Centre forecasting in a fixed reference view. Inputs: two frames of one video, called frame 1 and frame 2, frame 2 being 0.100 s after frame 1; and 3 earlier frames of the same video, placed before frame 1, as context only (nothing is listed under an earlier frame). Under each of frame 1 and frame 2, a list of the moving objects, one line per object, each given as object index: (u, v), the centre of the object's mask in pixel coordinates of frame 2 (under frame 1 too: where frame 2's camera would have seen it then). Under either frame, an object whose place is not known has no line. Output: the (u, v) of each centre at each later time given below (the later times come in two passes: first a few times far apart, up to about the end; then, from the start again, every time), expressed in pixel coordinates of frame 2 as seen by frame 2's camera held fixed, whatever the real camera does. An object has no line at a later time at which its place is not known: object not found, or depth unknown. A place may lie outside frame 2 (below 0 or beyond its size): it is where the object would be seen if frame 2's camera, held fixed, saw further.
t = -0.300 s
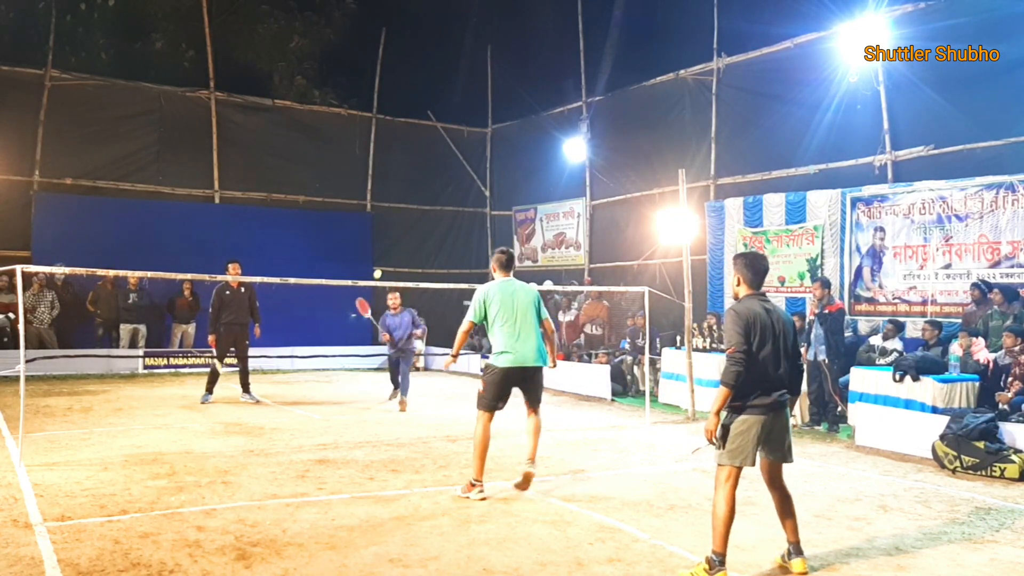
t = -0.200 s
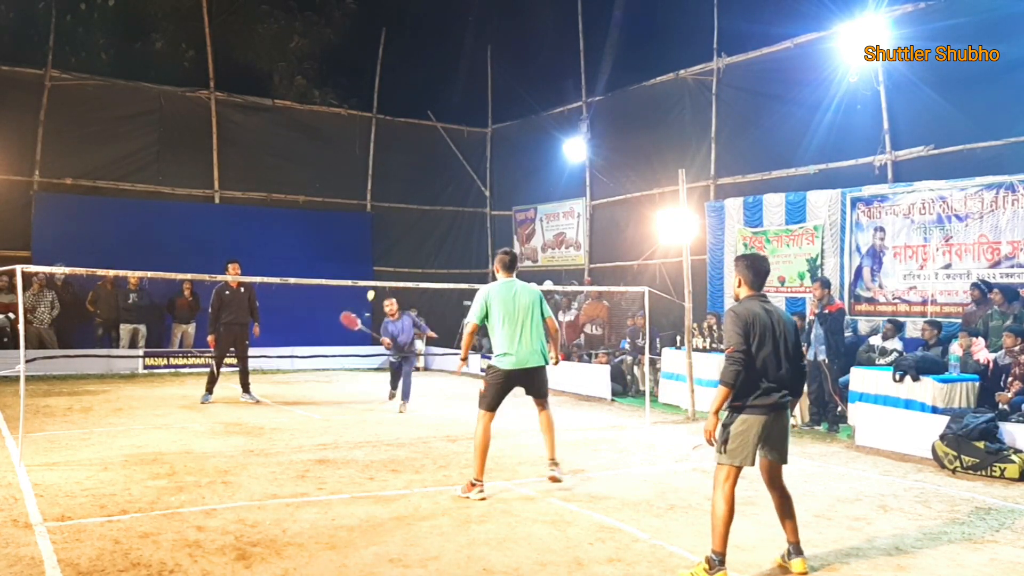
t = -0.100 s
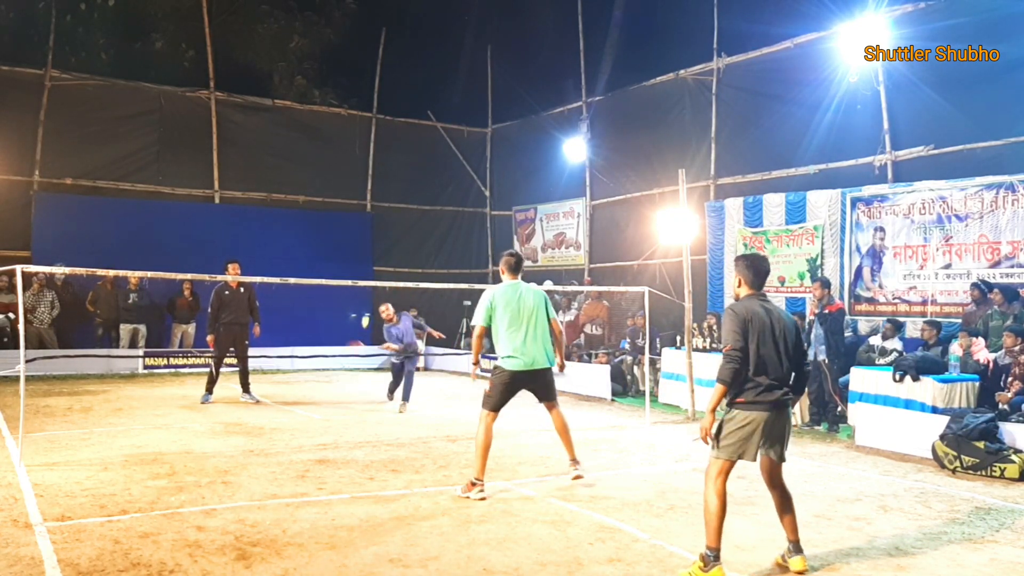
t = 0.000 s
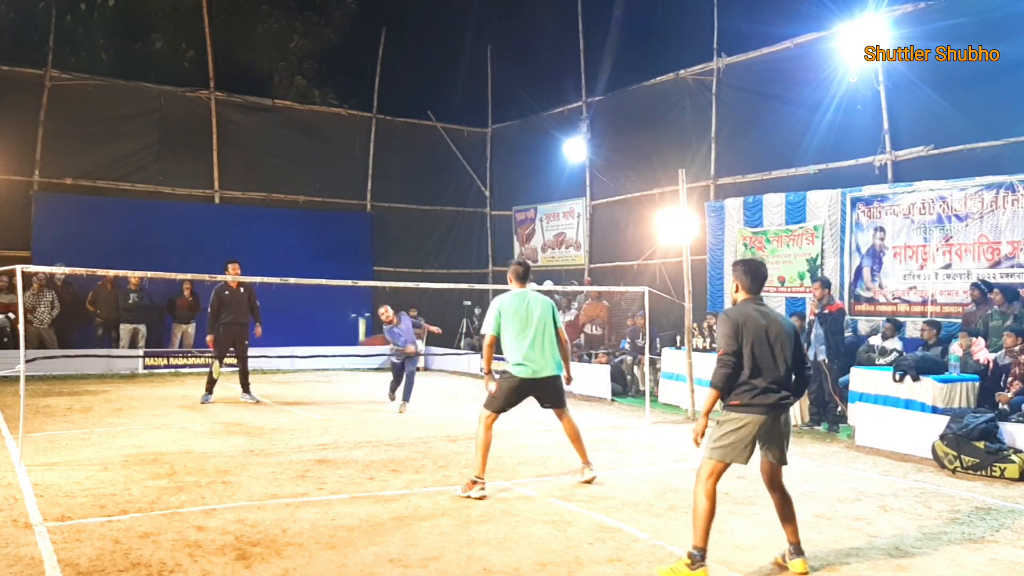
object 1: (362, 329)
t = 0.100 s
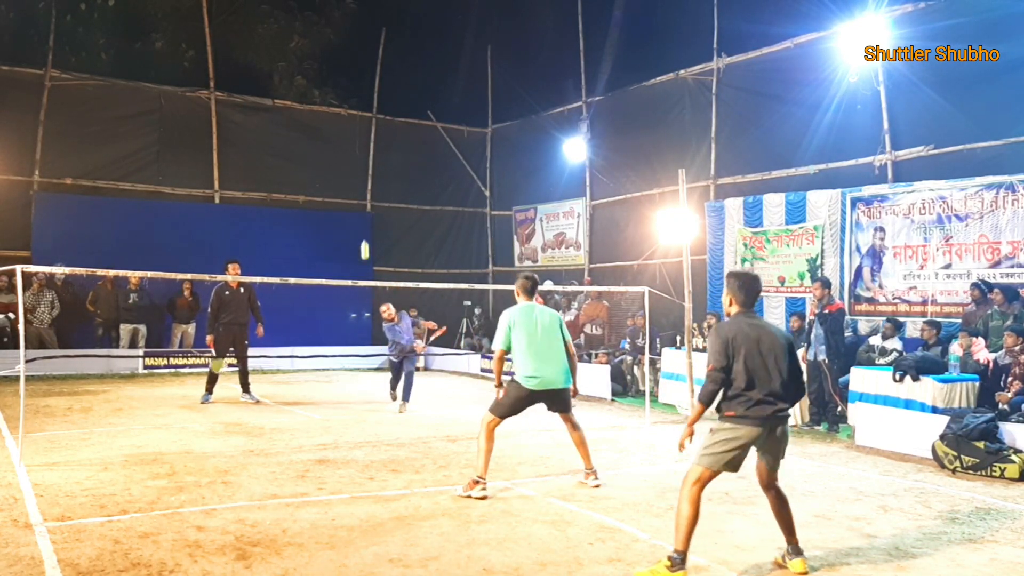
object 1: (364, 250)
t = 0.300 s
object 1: (373, 138)
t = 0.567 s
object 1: (383, 69)
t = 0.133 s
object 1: (365, 228)
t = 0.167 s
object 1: (367, 207)
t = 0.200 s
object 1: (368, 188)
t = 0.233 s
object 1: (370, 170)
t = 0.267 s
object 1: (371, 153)
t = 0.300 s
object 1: (373, 138)
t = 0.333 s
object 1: (374, 125)
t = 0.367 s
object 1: (376, 112)
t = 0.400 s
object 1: (377, 101)
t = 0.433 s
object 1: (378, 91)
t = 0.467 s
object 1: (379, 83)
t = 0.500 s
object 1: (381, 77)
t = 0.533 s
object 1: (382, 72)
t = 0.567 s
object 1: (383, 69)
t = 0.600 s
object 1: (385, 68)
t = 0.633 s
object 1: (386, 69)
